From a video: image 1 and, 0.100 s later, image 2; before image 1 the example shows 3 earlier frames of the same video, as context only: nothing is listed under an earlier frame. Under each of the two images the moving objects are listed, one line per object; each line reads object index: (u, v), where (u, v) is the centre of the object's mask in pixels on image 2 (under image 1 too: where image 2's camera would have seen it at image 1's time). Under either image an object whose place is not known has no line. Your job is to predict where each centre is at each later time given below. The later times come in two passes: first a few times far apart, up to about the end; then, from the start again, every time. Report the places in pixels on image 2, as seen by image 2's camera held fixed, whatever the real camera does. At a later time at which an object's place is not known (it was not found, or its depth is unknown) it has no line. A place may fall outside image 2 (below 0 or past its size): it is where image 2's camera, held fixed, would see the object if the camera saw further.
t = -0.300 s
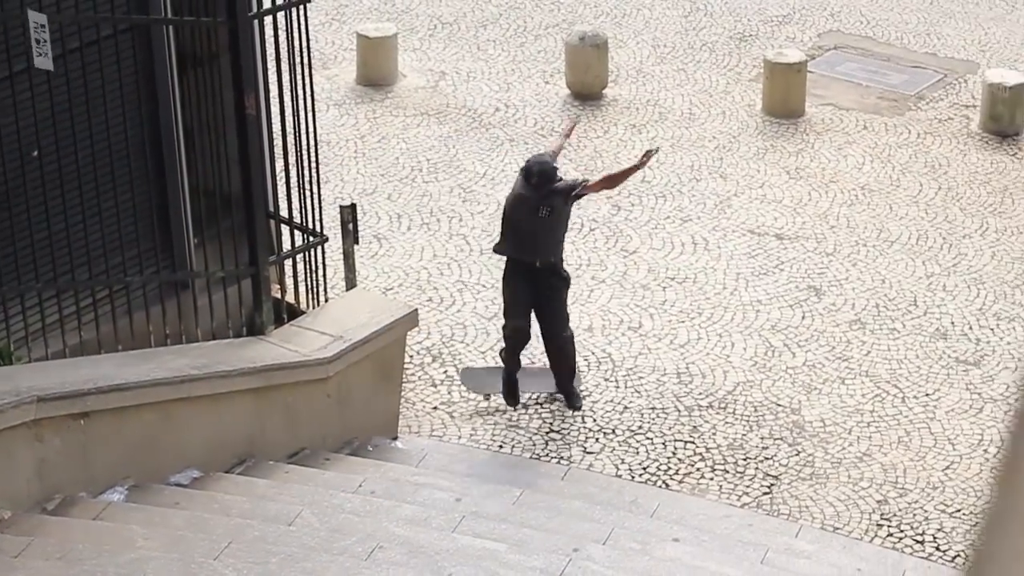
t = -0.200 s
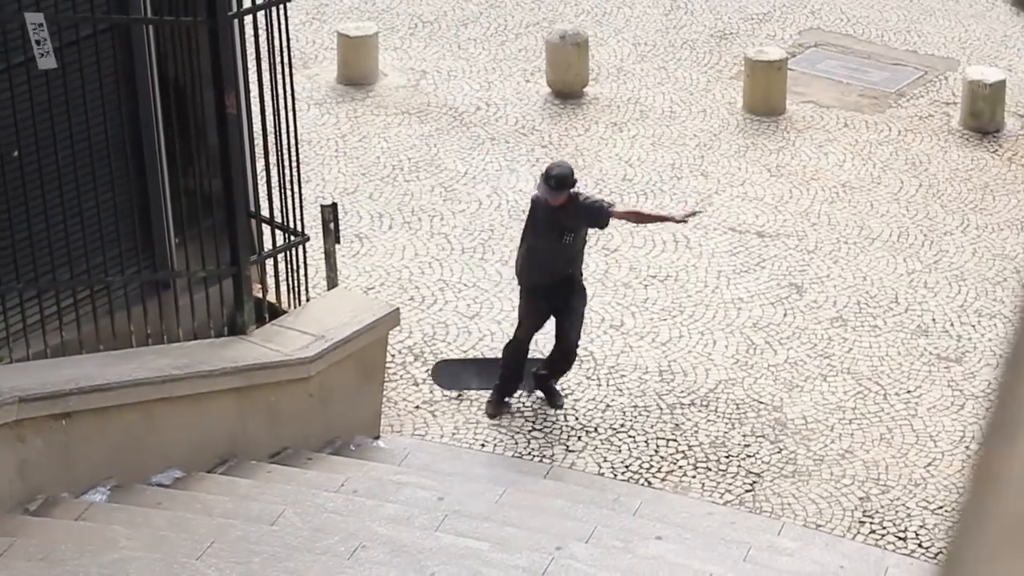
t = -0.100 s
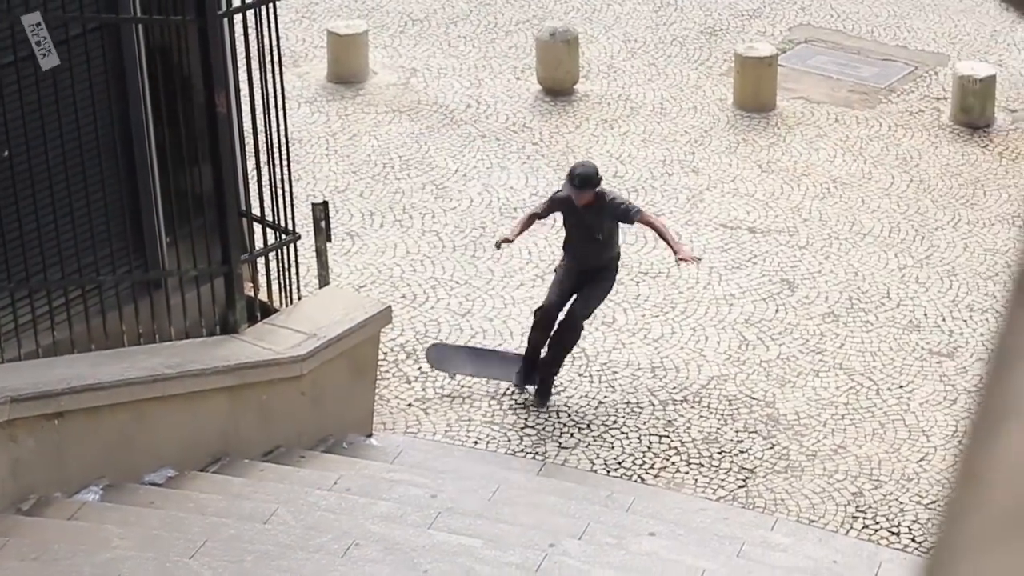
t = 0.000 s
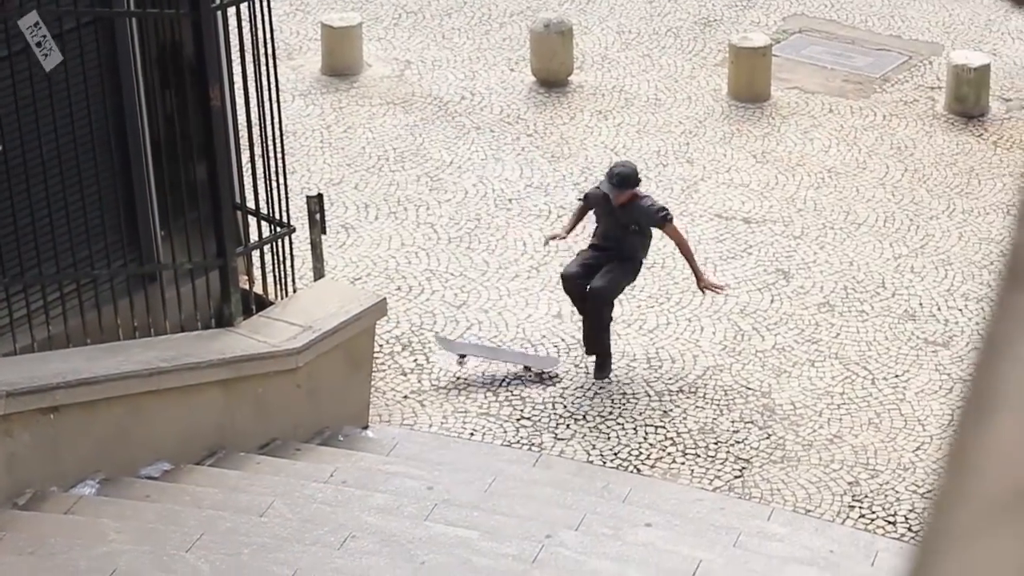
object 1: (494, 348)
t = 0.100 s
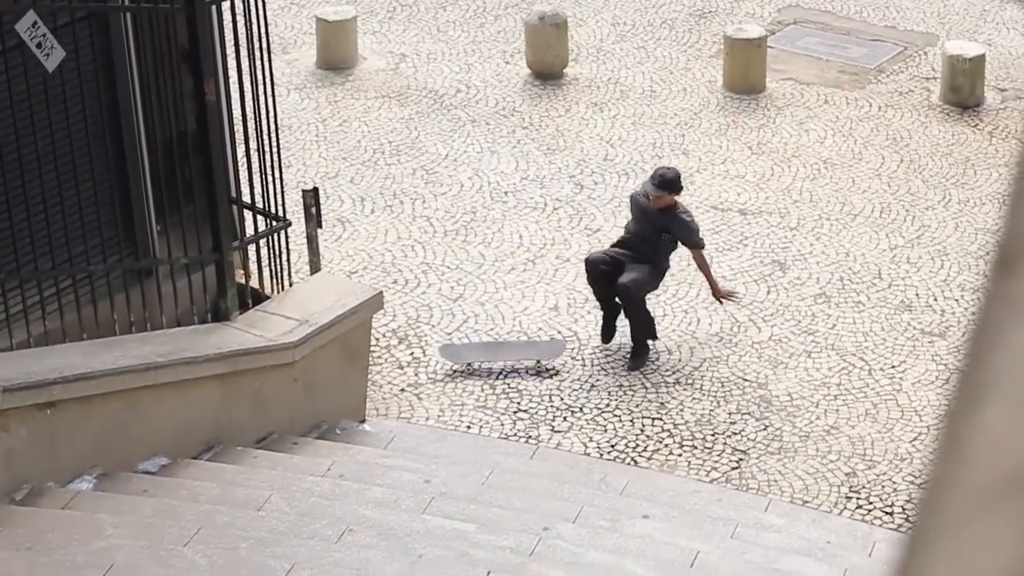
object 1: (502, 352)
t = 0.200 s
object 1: (513, 351)
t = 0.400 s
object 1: (533, 351)
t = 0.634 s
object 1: (550, 351)
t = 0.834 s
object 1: (563, 352)
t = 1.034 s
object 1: (578, 352)
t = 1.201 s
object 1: (588, 353)
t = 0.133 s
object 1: (505, 353)
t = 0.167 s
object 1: (510, 351)
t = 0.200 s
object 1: (513, 351)
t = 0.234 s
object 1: (517, 350)
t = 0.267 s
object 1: (519, 351)
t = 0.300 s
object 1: (523, 352)
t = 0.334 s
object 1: (526, 351)
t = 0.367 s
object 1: (528, 351)
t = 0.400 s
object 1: (533, 351)
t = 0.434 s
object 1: (535, 351)
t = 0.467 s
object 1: (538, 351)
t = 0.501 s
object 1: (540, 351)
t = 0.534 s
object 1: (543, 351)
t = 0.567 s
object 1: (545, 351)
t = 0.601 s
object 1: (549, 351)
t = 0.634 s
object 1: (550, 351)
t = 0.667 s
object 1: (552, 351)
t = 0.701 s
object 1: (555, 352)
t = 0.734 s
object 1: (557, 351)
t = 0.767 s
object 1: (559, 351)
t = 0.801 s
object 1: (562, 352)
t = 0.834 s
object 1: (563, 352)
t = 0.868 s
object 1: (567, 352)
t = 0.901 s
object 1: (569, 352)
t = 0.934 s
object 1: (571, 352)
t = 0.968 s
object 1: (573, 352)
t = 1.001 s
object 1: (576, 353)
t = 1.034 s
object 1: (578, 352)
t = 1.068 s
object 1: (580, 352)
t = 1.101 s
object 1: (581, 353)
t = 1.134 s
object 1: (584, 352)
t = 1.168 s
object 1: (586, 352)
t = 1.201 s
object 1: (588, 353)
